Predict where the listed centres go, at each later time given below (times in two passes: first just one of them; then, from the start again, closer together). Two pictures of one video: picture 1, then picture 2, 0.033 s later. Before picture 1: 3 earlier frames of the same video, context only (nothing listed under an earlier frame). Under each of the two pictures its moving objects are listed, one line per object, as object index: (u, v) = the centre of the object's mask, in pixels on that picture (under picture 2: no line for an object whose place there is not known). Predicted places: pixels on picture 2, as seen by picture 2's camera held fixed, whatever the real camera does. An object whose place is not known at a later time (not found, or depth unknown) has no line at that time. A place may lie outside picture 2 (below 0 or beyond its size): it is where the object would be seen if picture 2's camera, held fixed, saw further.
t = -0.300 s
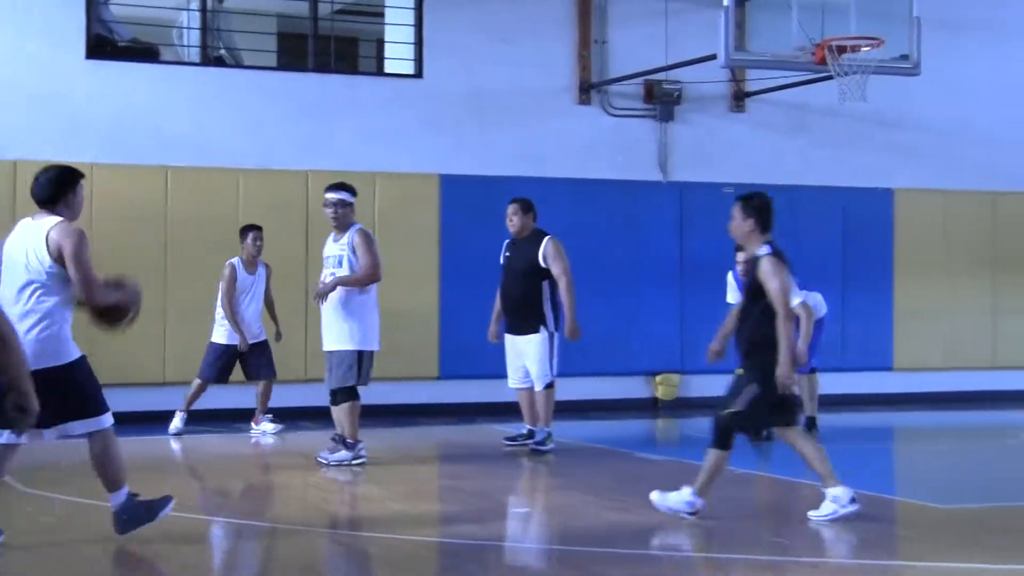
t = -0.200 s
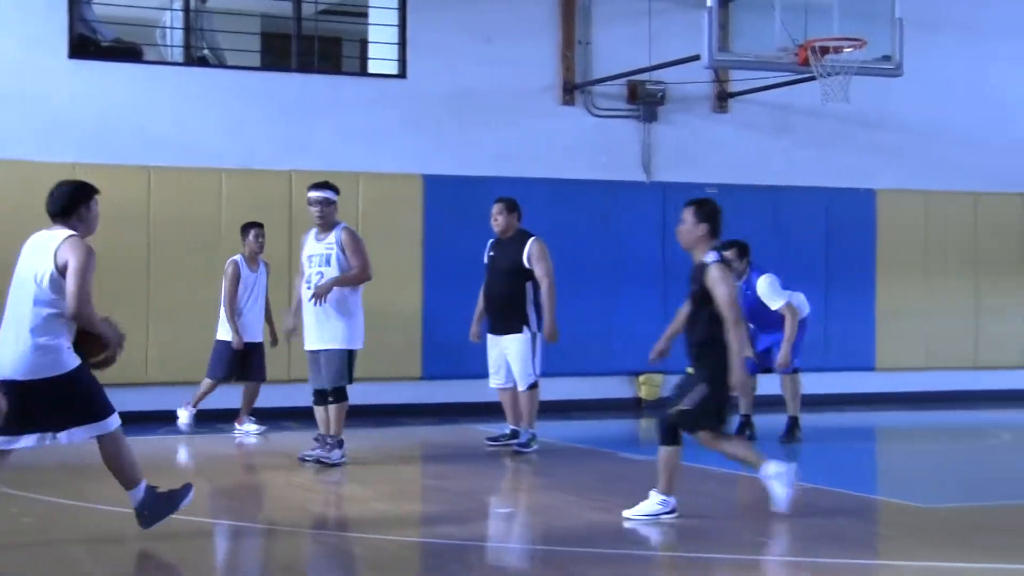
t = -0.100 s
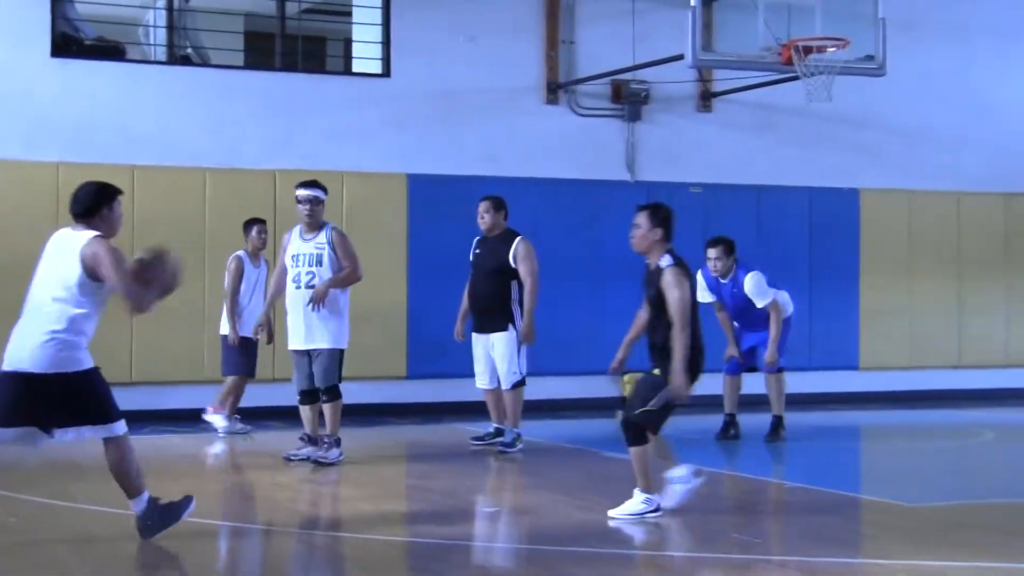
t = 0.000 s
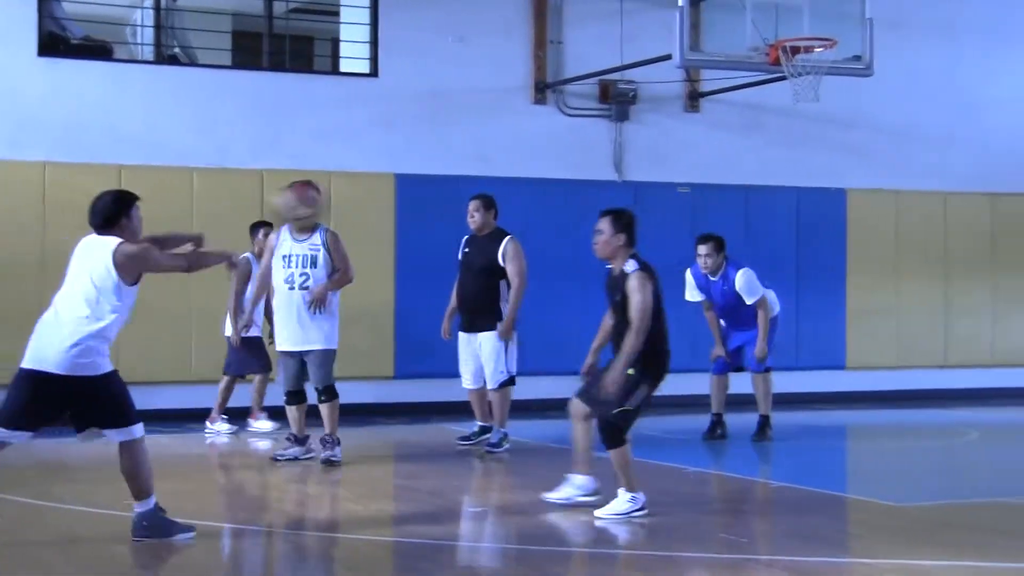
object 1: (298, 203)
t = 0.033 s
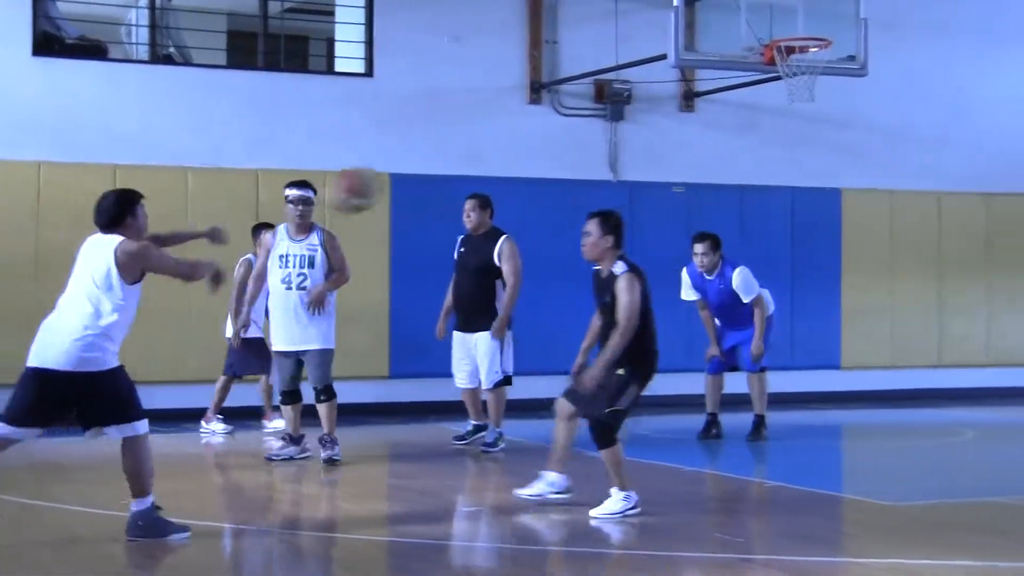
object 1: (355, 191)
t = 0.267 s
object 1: (700, 138)
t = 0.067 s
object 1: (411, 174)
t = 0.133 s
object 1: (514, 155)
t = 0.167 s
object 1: (563, 148)
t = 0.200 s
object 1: (609, 143)
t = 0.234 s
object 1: (655, 140)
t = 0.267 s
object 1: (700, 138)
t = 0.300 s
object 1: (742, 138)
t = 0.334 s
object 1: (782, 140)
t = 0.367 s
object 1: (822, 144)
